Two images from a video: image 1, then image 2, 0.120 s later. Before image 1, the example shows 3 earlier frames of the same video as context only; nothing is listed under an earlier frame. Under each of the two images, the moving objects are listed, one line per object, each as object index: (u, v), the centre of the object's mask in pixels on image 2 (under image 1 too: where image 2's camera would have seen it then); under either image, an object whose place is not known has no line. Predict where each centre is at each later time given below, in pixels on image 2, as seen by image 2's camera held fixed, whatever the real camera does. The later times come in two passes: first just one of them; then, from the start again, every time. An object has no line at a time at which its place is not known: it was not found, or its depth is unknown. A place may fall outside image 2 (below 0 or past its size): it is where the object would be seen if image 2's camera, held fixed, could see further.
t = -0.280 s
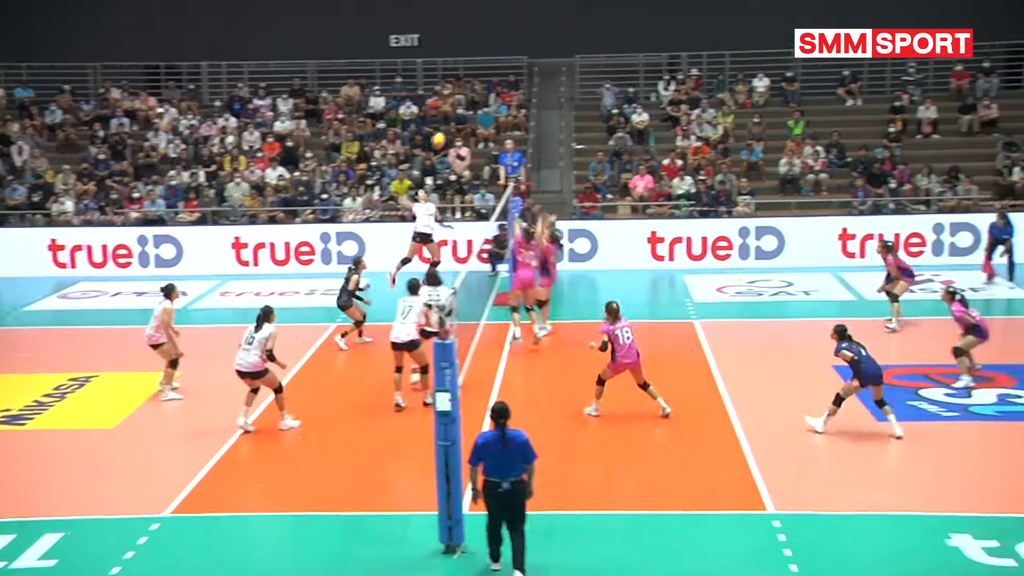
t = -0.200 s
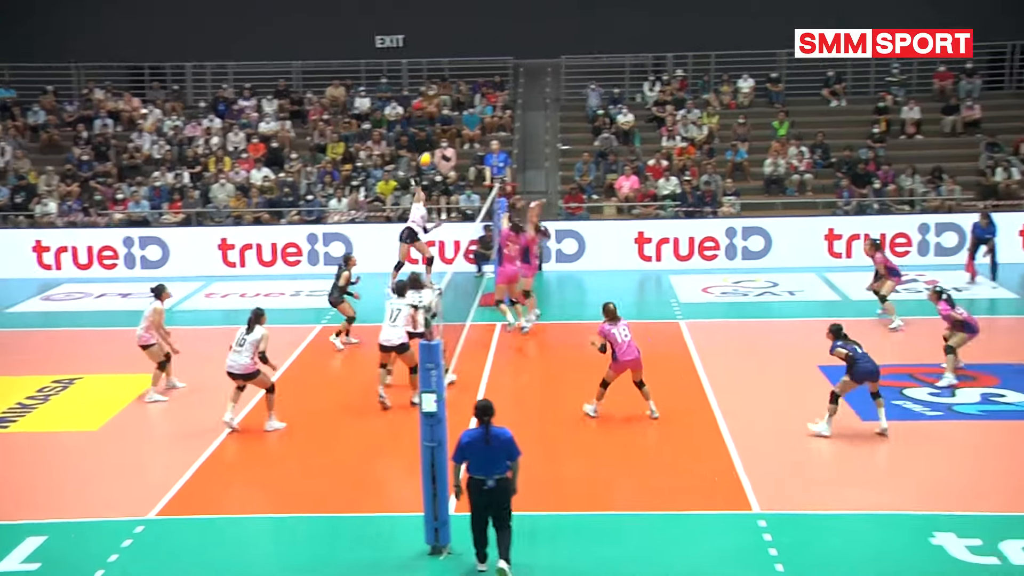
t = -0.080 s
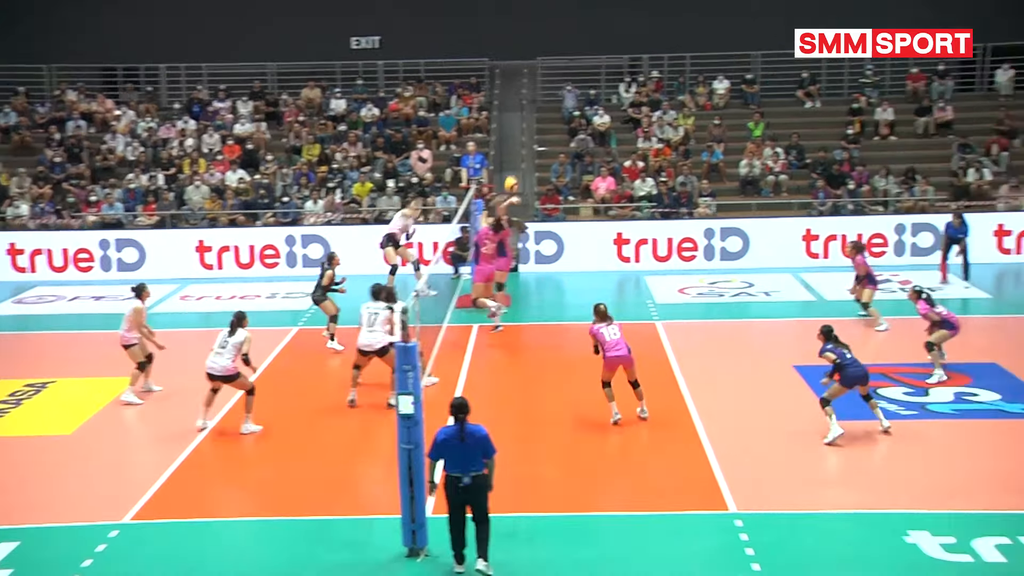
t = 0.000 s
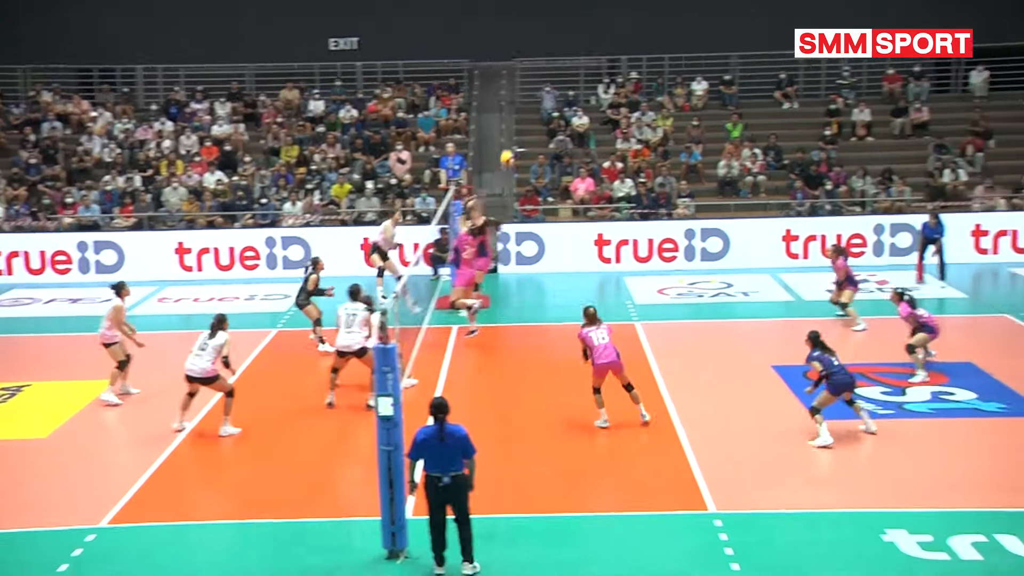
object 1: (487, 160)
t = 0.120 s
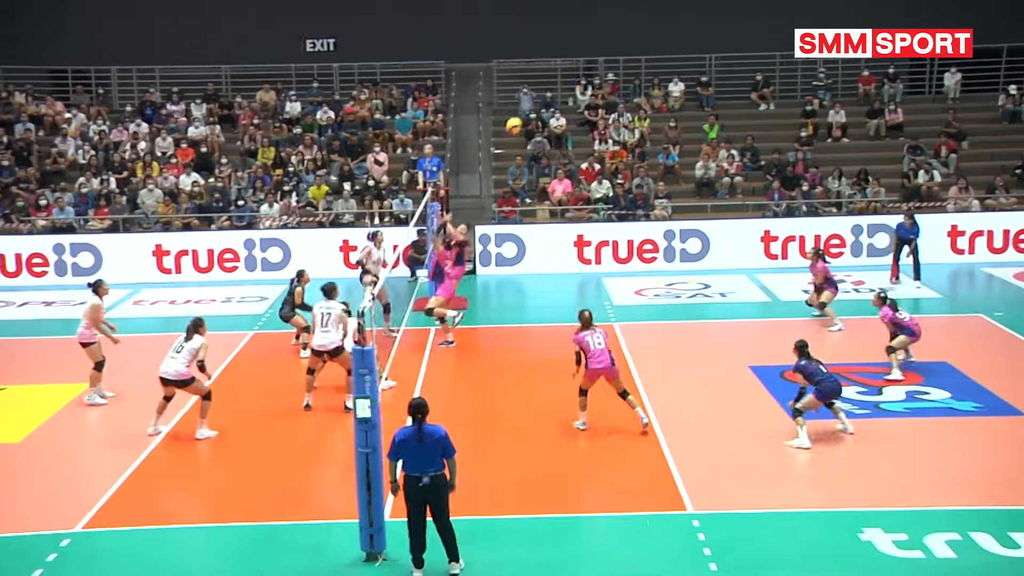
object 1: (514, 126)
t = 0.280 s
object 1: (557, 94)
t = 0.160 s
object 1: (523, 117)
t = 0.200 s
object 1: (535, 107)
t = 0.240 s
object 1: (545, 100)
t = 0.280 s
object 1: (557, 94)
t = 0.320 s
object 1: (567, 89)
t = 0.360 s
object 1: (580, 84)
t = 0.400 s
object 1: (593, 83)
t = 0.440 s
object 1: (605, 82)
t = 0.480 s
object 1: (618, 81)
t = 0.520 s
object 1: (632, 82)
